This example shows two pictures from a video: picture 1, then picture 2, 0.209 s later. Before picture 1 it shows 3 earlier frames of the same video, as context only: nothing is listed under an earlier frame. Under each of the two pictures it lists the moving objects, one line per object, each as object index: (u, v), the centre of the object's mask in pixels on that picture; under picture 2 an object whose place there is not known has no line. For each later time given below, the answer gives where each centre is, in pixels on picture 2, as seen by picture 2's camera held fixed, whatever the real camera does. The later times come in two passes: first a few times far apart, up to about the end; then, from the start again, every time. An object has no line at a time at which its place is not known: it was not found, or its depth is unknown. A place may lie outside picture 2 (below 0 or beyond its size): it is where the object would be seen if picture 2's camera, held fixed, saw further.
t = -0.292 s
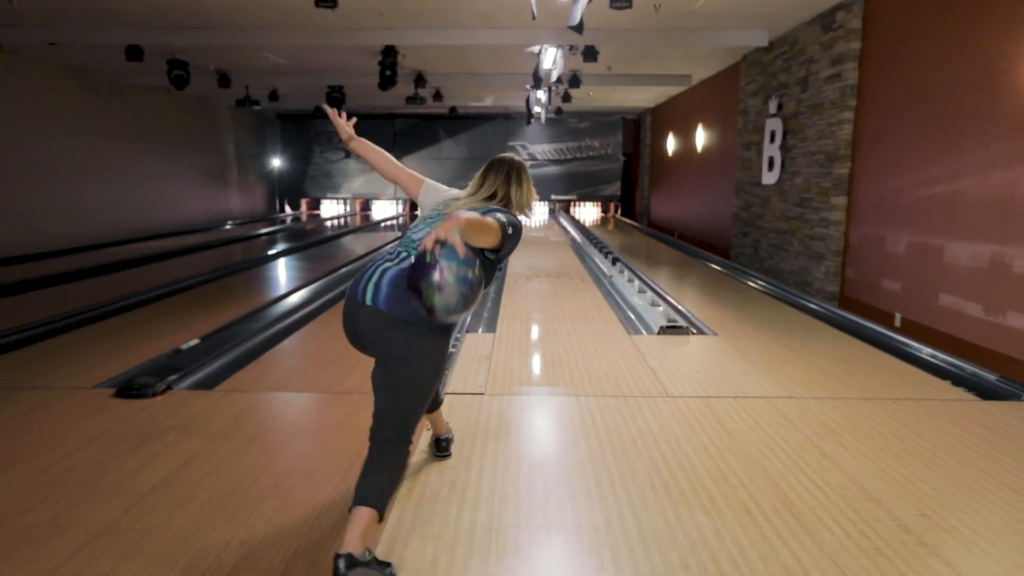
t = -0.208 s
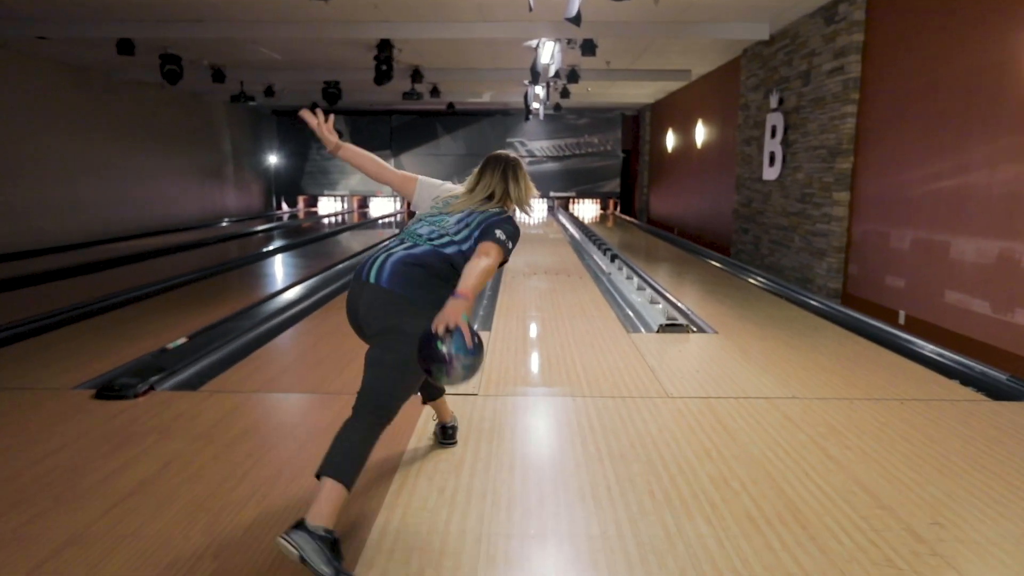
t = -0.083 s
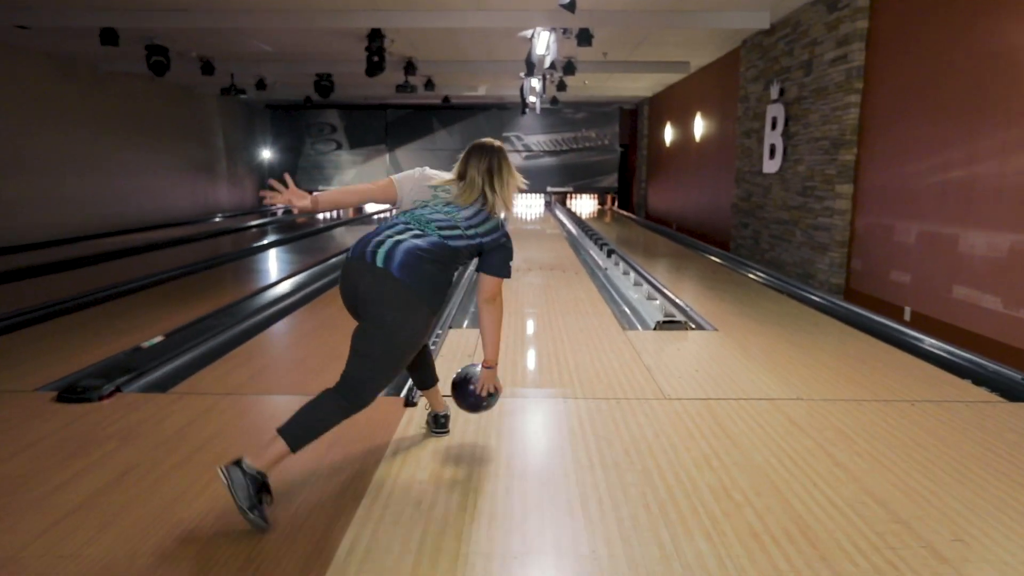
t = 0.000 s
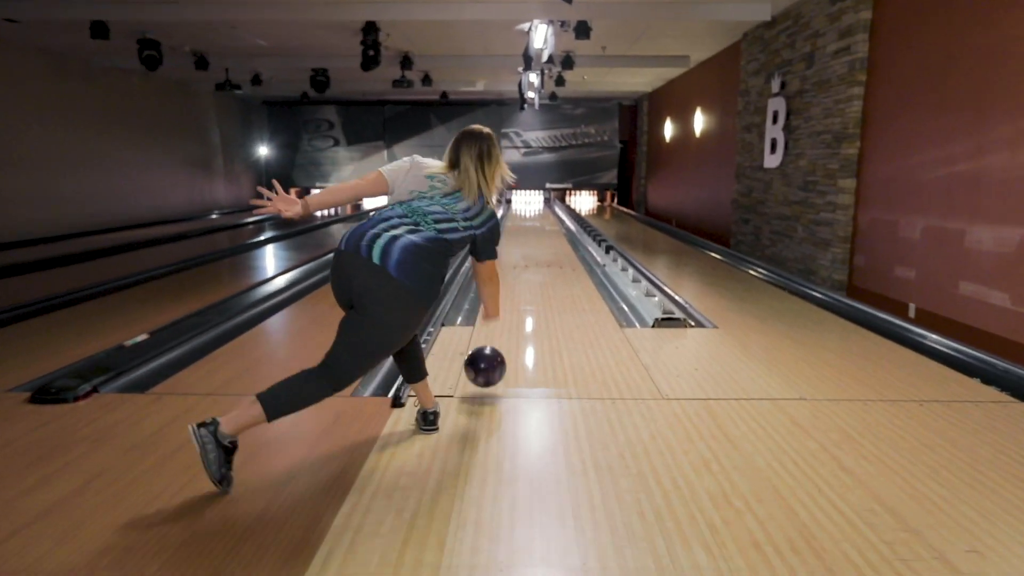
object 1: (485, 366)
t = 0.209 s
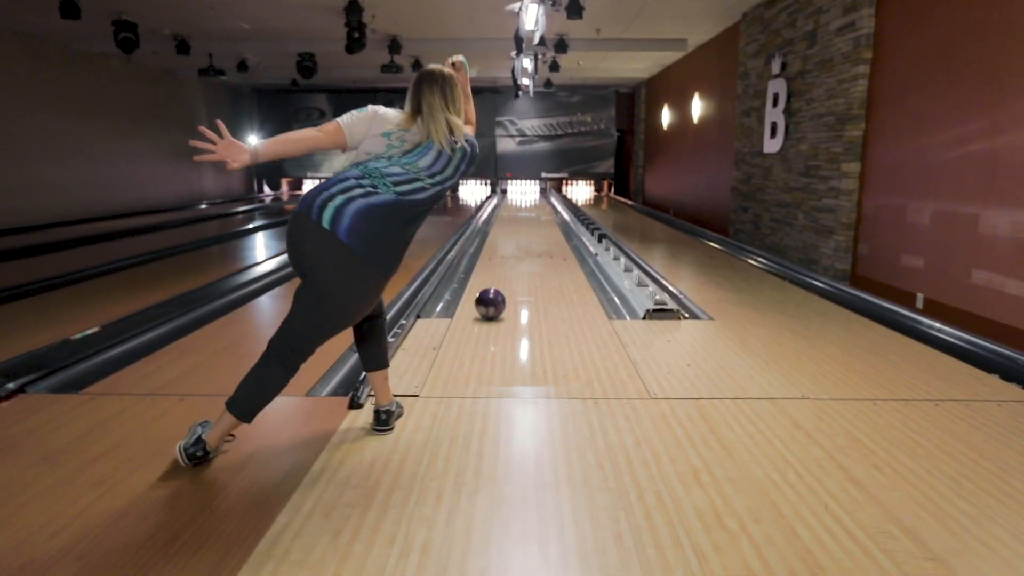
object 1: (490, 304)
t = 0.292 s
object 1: (499, 287)
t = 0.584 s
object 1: (517, 249)
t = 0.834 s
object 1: (525, 231)
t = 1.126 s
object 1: (531, 217)
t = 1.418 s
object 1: (537, 208)
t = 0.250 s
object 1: (496, 293)
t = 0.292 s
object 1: (499, 287)
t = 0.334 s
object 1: (503, 278)
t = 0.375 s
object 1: (505, 274)
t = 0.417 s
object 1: (509, 267)
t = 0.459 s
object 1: (511, 263)
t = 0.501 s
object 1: (513, 257)
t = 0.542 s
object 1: (515, 253)
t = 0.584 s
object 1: (517, 249)
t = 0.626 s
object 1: (518, 246)
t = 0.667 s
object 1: (520, 242)
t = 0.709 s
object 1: (522, 239)
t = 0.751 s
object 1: (523, 236)
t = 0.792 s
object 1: (524, 234)
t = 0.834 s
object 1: (525, 231)
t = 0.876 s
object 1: (526, 229)
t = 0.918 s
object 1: (528, 226)
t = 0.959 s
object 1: (528, 225)
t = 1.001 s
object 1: (529, 222)
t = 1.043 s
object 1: (530, 221)
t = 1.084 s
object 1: (531, 219)
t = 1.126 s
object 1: (531, 217)
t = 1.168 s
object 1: (532, 215)
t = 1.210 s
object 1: (532, 214)
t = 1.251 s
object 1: (534, 213)
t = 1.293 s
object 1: (534, 212)
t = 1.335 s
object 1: (535, 210)
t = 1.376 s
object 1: (536, 209)
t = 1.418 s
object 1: (537, 208)
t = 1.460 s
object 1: (537, 207)
